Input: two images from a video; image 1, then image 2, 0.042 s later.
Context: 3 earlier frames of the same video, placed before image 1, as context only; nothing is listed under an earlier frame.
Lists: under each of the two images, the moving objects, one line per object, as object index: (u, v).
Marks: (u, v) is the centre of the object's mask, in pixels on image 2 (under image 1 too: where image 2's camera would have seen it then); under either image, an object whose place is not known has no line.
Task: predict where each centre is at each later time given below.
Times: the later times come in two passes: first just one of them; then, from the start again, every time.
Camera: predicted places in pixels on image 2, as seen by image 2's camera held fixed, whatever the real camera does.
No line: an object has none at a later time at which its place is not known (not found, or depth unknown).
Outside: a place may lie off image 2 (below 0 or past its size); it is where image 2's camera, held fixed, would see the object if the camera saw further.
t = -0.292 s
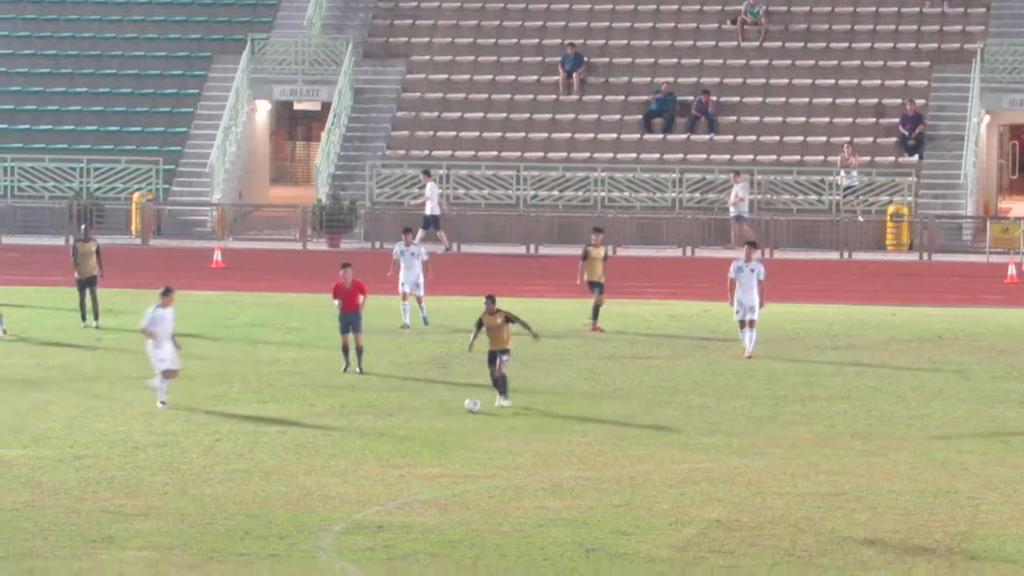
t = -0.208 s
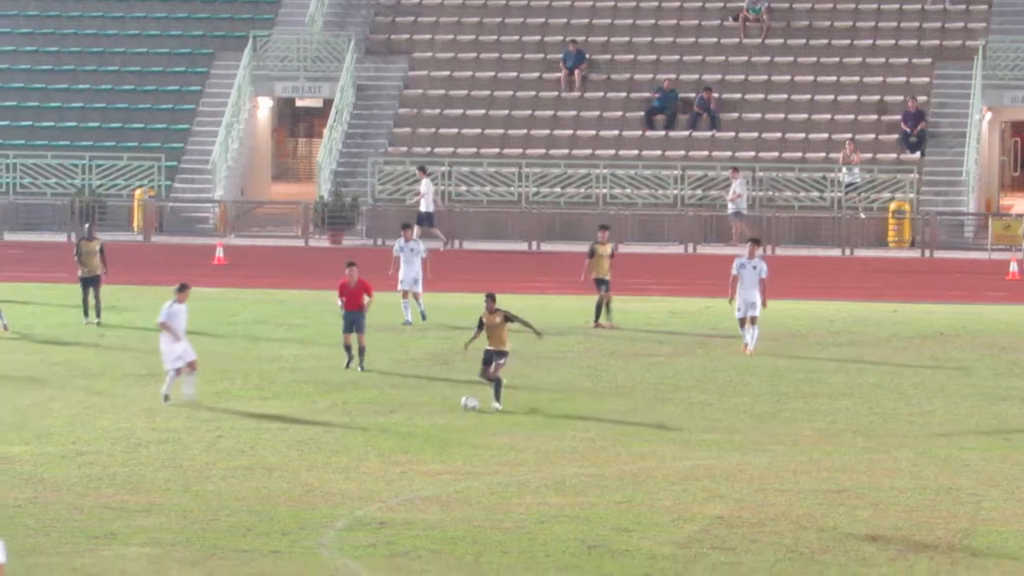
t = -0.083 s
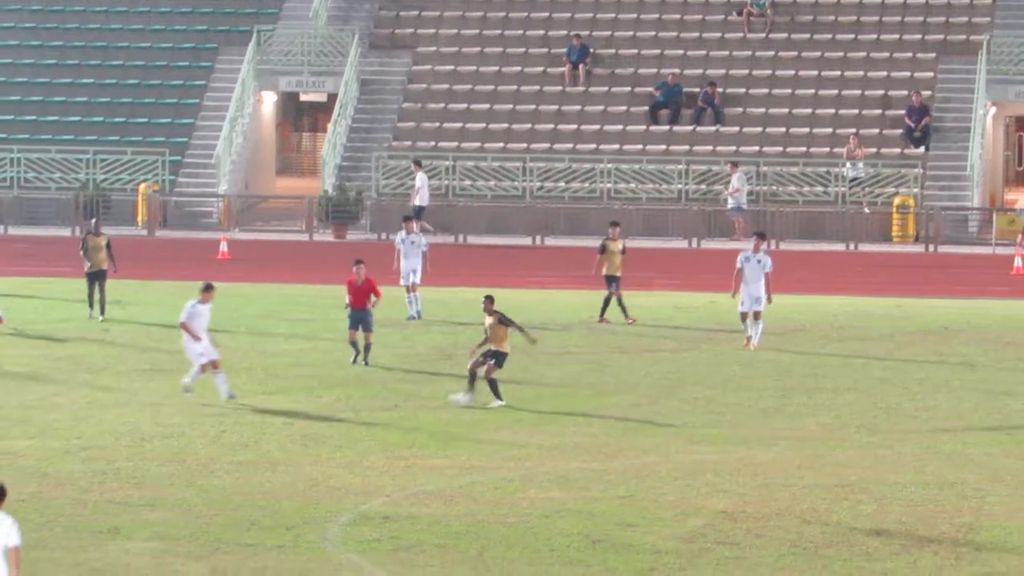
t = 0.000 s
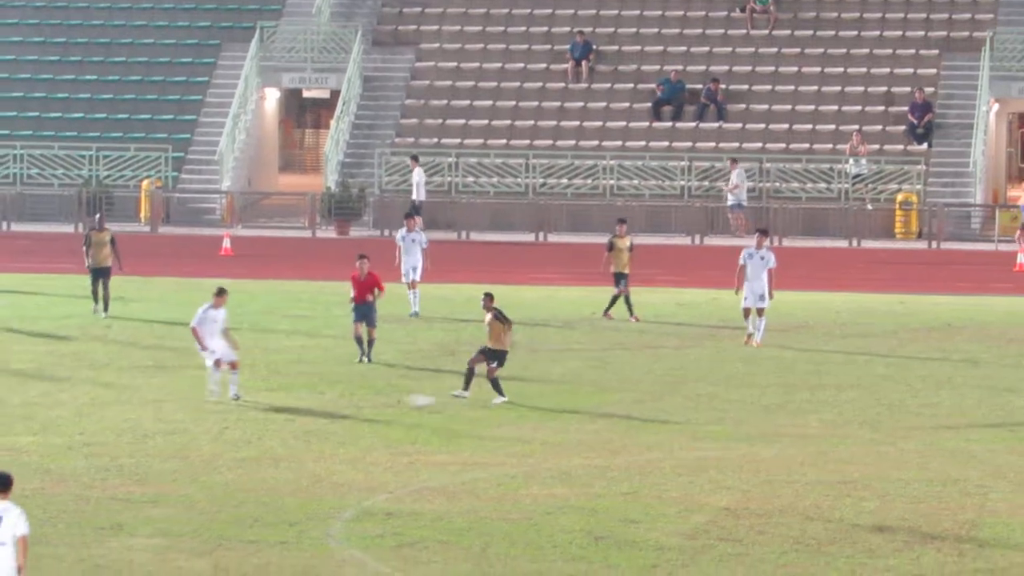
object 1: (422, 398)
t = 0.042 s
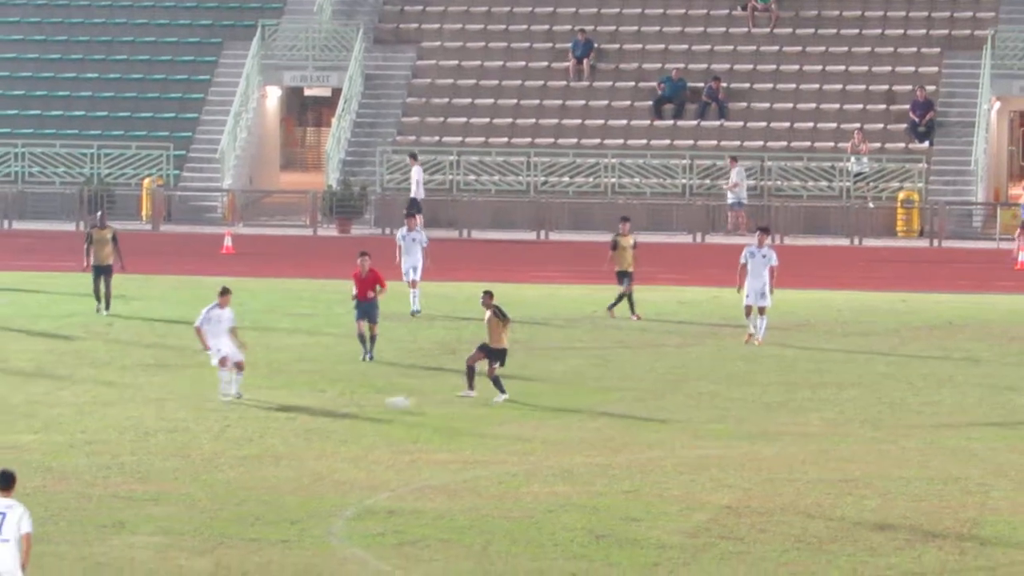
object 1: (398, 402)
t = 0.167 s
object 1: (334, 411)
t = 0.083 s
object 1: (378, 406)
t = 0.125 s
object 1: (358, 410)
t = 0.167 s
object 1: (334, 411)
